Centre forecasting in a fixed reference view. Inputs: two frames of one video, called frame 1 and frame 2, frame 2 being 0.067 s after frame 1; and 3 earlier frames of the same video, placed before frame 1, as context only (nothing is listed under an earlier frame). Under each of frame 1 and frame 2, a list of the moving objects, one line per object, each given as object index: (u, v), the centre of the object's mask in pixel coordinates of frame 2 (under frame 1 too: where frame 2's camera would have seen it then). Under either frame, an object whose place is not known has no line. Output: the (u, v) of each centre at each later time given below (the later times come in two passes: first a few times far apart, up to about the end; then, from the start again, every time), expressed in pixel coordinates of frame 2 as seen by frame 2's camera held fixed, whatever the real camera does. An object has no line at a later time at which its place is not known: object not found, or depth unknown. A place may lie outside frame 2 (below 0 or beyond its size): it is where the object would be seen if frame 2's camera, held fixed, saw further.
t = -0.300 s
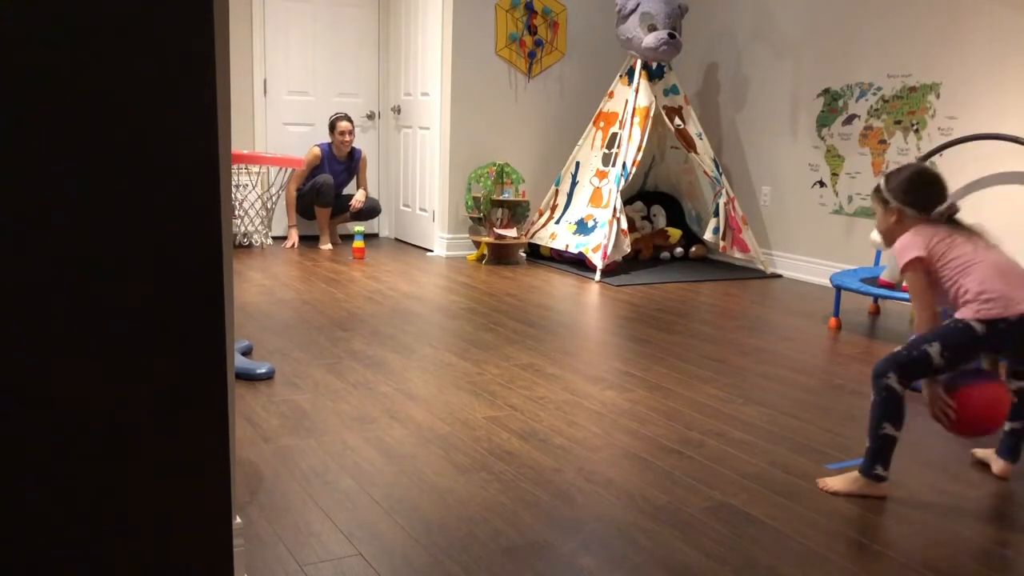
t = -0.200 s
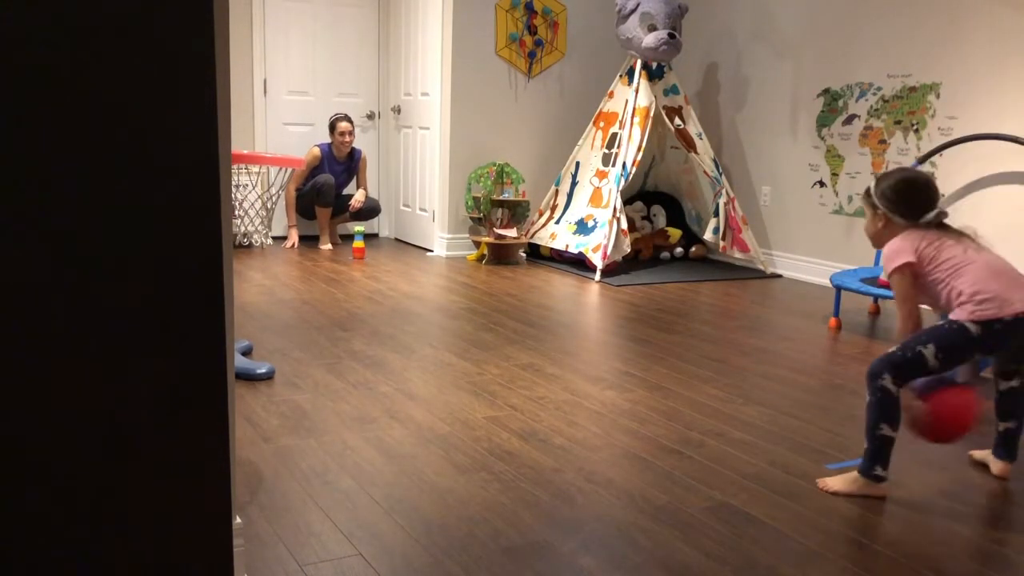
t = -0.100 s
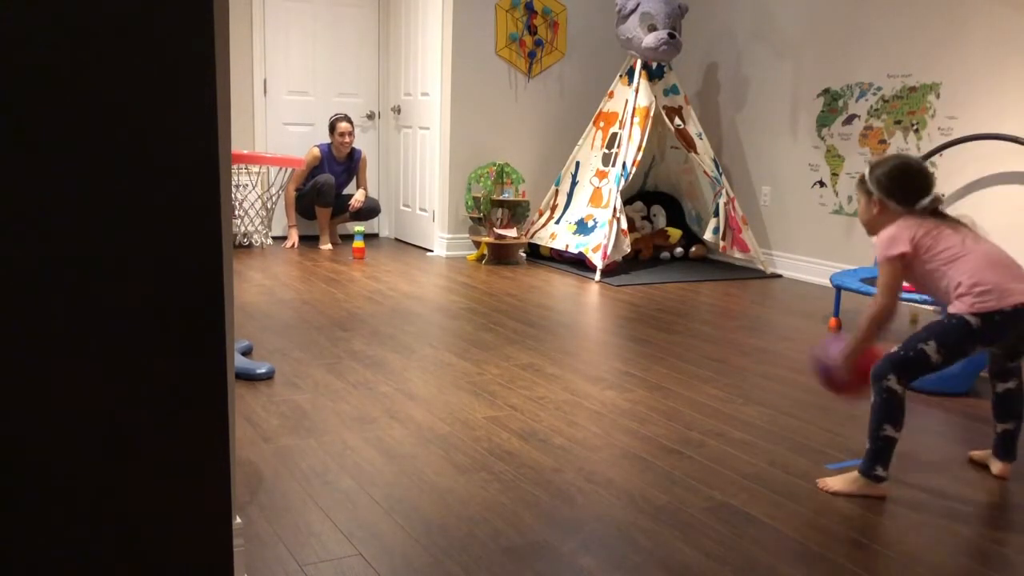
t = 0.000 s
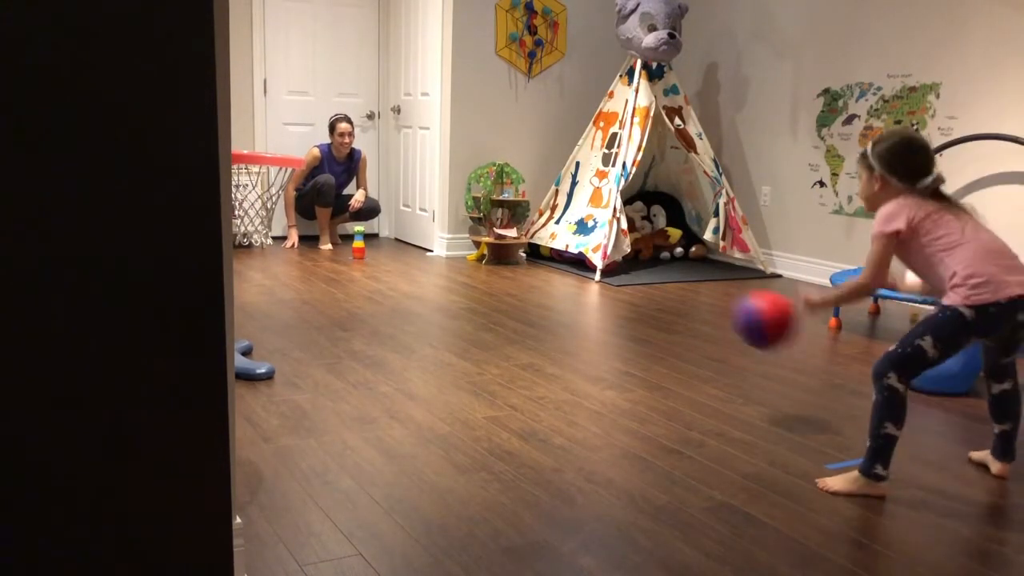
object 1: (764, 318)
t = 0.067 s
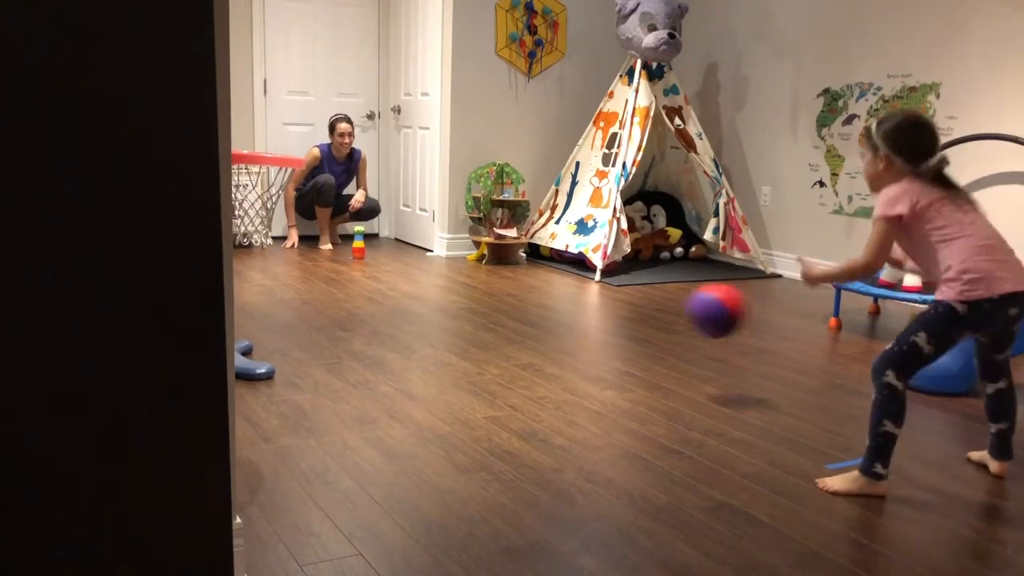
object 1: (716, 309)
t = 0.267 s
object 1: (603, 328)
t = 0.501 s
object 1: (536, 292)
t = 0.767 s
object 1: (473, 282)
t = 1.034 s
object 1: (420, 268)
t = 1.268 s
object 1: (378, 256)
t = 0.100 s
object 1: (692, 311)
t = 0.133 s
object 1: (671, 315)
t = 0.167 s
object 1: (650, 322)
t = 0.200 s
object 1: (631, 332)
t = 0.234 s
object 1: (614, 343)
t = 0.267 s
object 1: (603, 328)
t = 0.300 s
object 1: (592, 314)
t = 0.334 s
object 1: (583, 303)
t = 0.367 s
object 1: (572, 294)
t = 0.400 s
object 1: (563, 289)
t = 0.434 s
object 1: (553, 288)
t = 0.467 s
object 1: (545, 289)
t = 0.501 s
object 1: (536, 292)
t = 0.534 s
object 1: (529, 296)
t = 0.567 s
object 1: (520, 303)
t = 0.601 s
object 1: (511, 298)
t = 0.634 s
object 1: (502, 290)
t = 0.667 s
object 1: (495, 285)
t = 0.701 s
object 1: (488, 282)
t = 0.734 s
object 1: (480, 281)
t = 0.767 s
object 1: (473, 282)
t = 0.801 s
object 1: (467, 284)
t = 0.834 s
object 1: (459, 280)
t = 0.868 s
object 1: (452, 276)
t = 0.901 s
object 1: (444, 275)
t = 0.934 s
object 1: (438, 275)
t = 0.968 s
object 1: (431, 272)
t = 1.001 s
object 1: (425, 269)
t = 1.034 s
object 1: (420, 268)
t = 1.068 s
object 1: (413, 266)
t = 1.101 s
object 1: (406, 264)
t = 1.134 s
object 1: (400, 263)
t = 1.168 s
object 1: (394, 260)
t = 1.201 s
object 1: (389, 259)
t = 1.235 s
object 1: (383, 257)
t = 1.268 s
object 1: (378, 256)
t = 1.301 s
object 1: (373, 254)
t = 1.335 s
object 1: (367, 252)
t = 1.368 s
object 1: (361, 251)
